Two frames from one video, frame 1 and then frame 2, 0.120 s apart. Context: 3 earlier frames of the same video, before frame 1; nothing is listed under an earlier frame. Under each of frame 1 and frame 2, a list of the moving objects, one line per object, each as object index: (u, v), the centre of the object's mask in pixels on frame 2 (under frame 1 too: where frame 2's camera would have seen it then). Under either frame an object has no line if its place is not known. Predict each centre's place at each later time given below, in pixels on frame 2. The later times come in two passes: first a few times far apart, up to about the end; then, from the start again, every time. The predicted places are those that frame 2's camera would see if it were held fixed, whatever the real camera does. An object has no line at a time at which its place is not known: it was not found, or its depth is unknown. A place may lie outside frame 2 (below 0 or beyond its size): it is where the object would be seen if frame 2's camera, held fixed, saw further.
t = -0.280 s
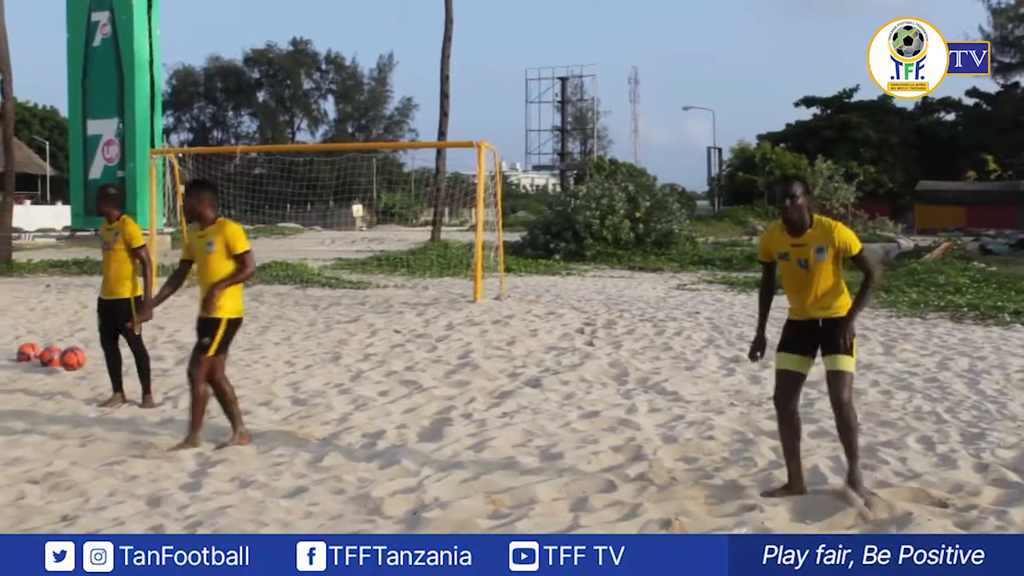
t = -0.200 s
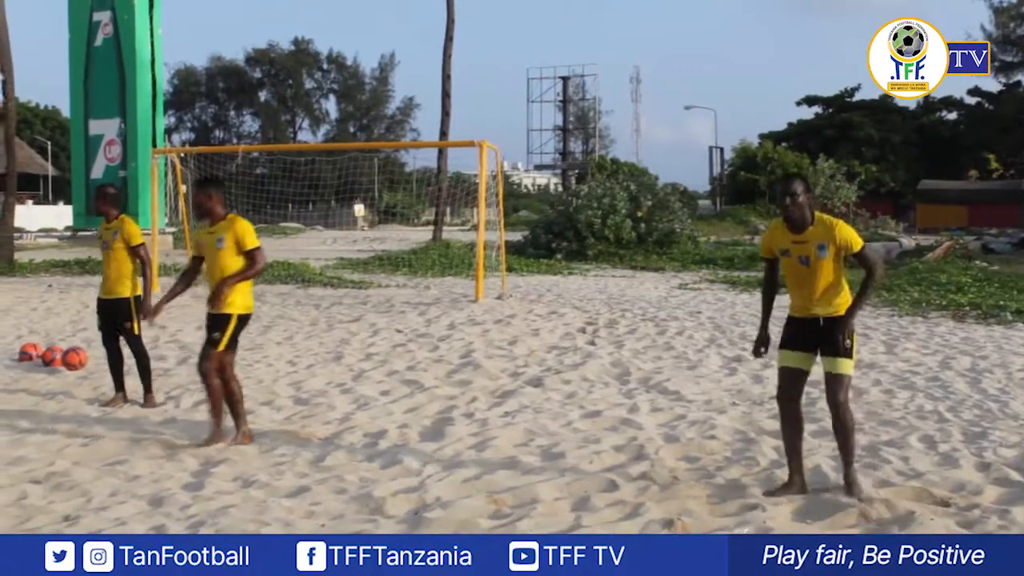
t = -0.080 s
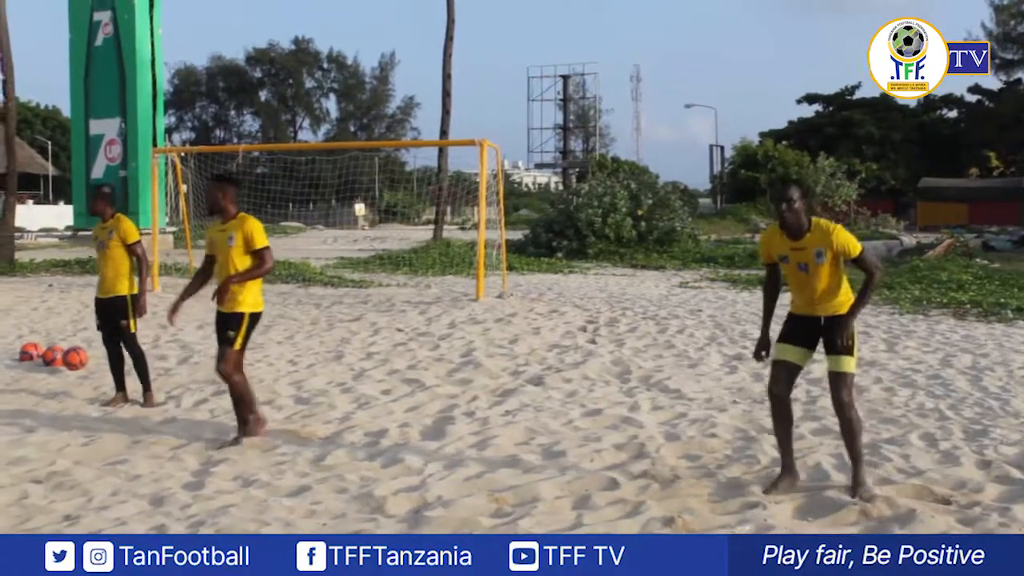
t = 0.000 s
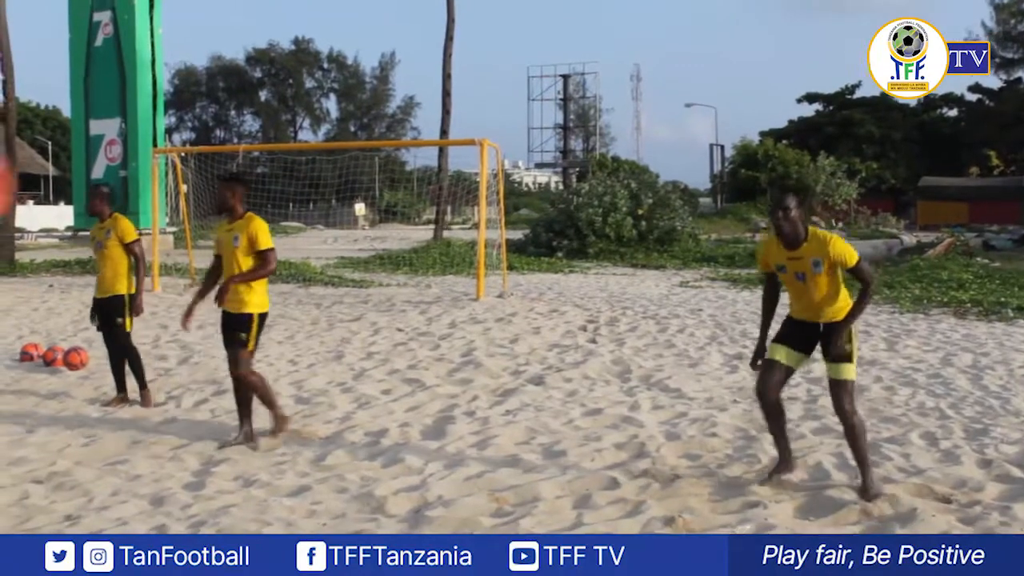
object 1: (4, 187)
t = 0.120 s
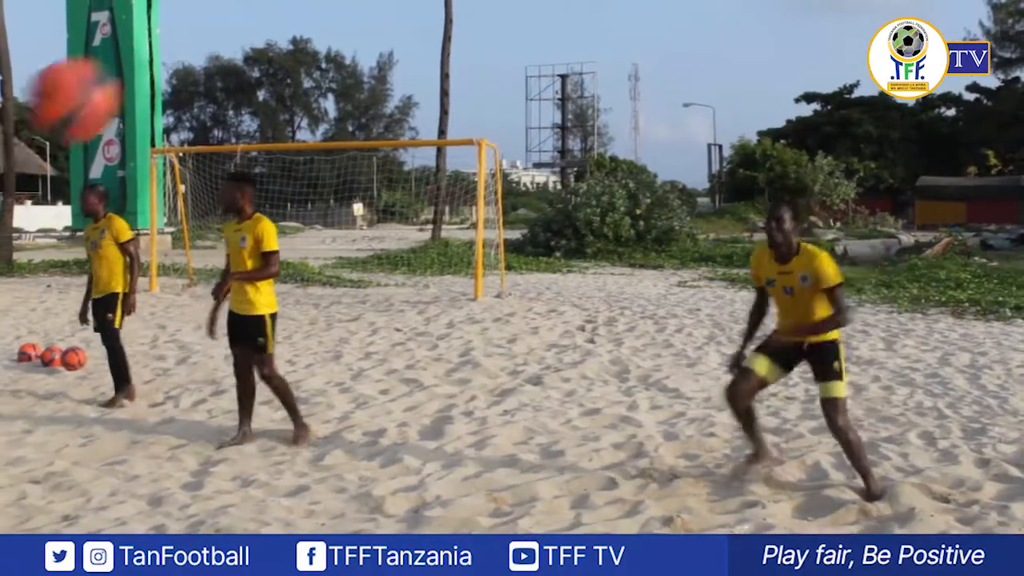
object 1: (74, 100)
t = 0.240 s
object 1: (165, 71)
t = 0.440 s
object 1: (277, 121)
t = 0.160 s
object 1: (105, 83)
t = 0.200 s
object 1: (136, 74)
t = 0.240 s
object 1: (165, 71)
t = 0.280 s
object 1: (190, 73)
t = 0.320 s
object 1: (214, 78)
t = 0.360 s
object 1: (235, 87)
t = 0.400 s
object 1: (258, 104)
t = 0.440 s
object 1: (277, 121)
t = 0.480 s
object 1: (294, 141)
